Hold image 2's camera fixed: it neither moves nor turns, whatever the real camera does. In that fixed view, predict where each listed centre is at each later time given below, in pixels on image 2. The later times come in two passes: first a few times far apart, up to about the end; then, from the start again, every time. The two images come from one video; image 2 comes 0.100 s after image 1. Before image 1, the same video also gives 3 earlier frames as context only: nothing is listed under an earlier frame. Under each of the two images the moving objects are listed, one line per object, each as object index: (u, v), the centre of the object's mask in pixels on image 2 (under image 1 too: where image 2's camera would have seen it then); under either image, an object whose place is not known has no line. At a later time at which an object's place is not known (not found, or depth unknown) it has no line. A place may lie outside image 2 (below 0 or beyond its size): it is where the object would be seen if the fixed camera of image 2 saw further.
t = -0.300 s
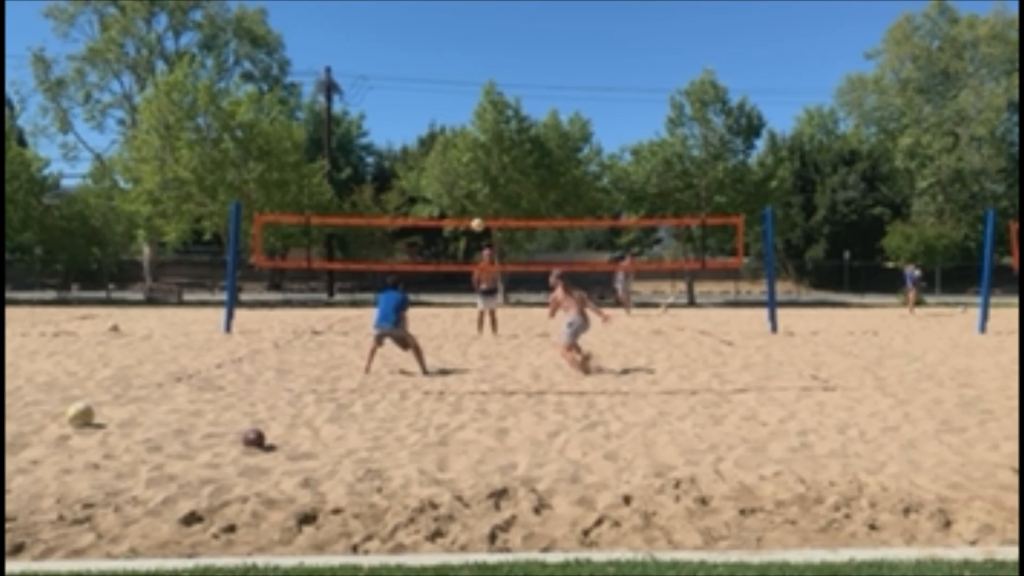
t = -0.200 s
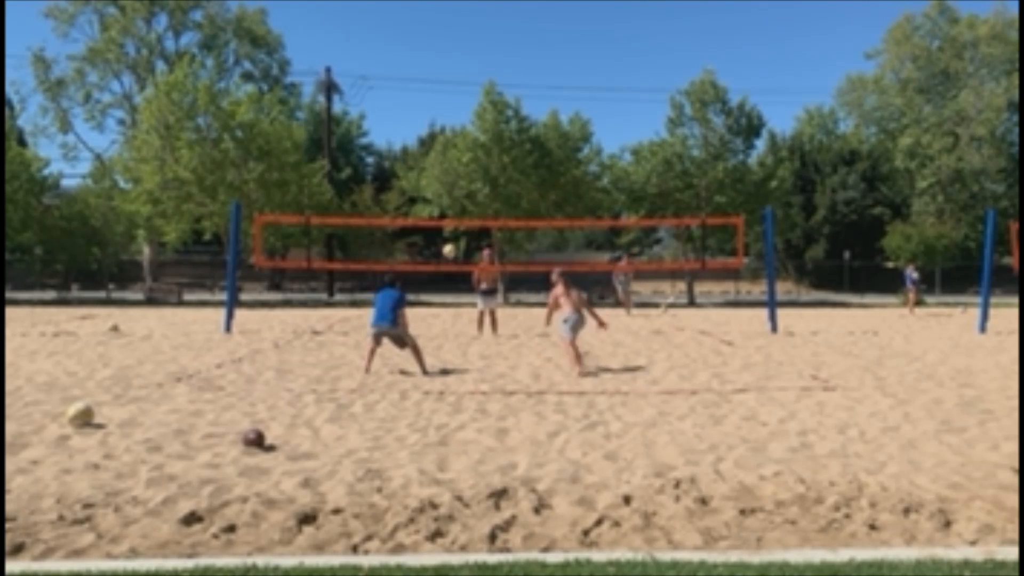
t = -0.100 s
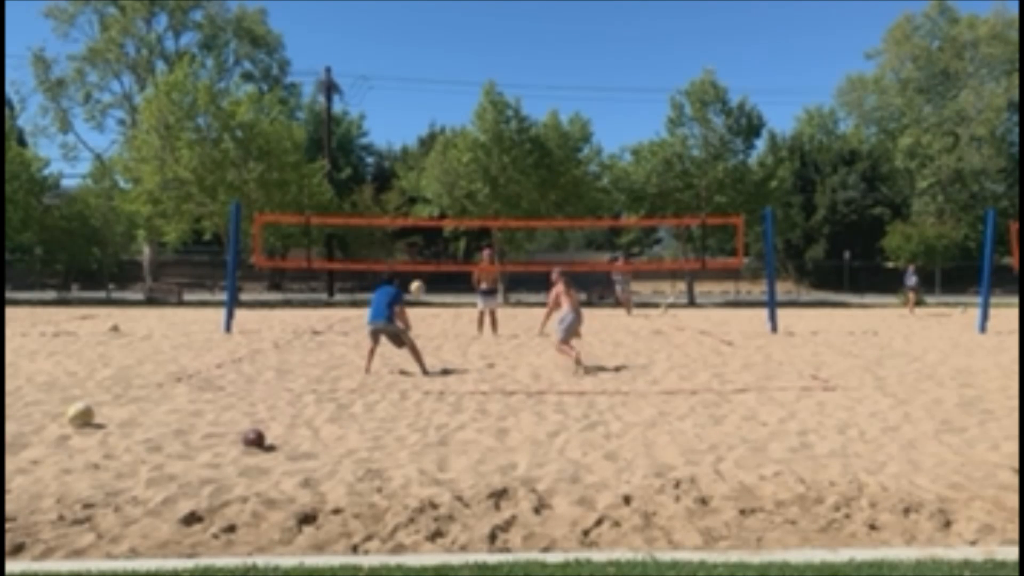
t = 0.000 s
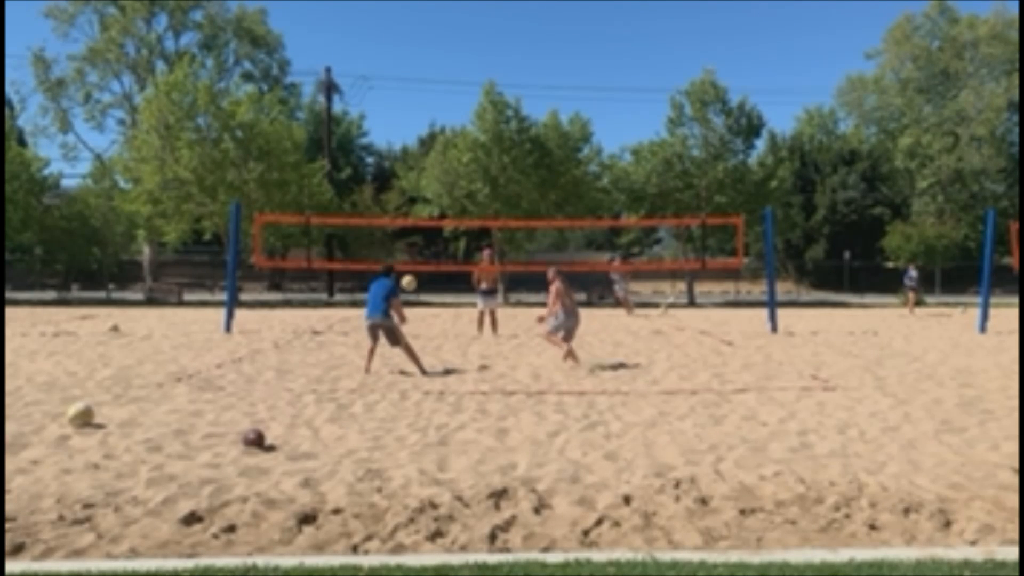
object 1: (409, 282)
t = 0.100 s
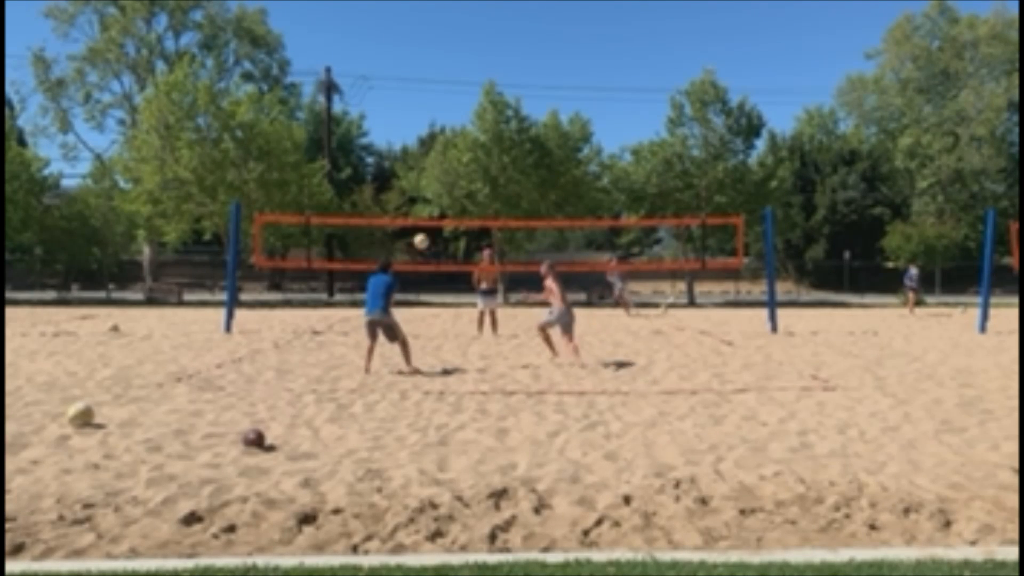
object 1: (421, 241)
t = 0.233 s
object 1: (435, 198)
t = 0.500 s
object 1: (464, 154)
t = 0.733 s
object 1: (487, 153)
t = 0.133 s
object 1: (425, 229)
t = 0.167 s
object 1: (428, 217)
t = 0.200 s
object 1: (432, 209)
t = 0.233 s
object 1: (435, 198)
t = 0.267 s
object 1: (439, 190)
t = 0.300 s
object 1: (444, 183)
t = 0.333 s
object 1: (447, 176)
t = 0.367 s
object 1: (450, 171)
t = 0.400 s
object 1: (454, 165)
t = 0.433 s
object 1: (458, 160)
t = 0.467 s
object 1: (461, 157)
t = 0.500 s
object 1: (464, 154)
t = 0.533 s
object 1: (467, 153)
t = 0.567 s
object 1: (470, 152)
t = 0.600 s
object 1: (474, 150)
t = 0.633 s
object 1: (478, 150)
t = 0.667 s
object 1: (481, 150)
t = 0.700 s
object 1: (483, 151)
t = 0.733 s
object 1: (487, 153)
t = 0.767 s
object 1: (490, 155)
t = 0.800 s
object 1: (493, 158)
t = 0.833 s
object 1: (496, 161)
